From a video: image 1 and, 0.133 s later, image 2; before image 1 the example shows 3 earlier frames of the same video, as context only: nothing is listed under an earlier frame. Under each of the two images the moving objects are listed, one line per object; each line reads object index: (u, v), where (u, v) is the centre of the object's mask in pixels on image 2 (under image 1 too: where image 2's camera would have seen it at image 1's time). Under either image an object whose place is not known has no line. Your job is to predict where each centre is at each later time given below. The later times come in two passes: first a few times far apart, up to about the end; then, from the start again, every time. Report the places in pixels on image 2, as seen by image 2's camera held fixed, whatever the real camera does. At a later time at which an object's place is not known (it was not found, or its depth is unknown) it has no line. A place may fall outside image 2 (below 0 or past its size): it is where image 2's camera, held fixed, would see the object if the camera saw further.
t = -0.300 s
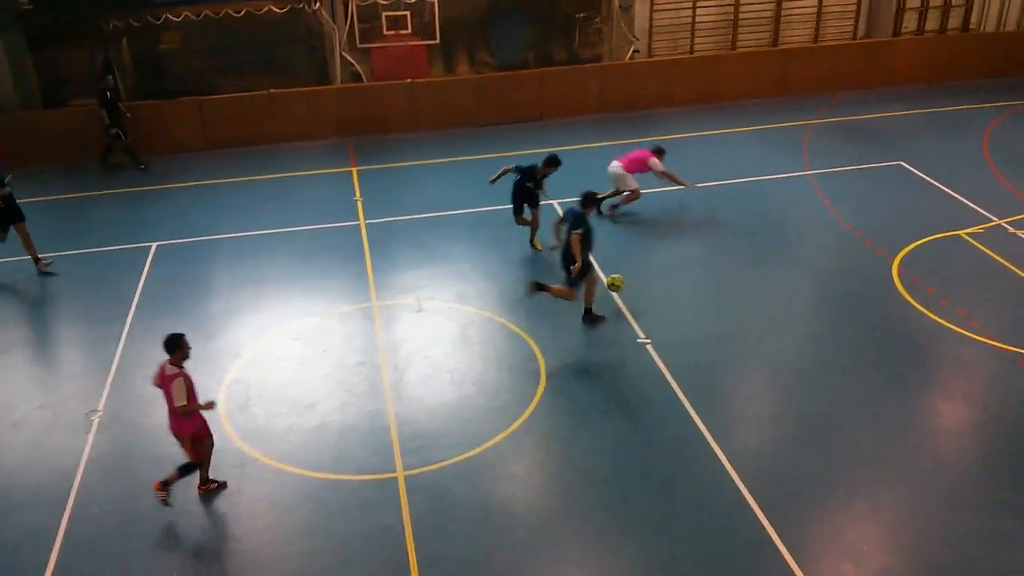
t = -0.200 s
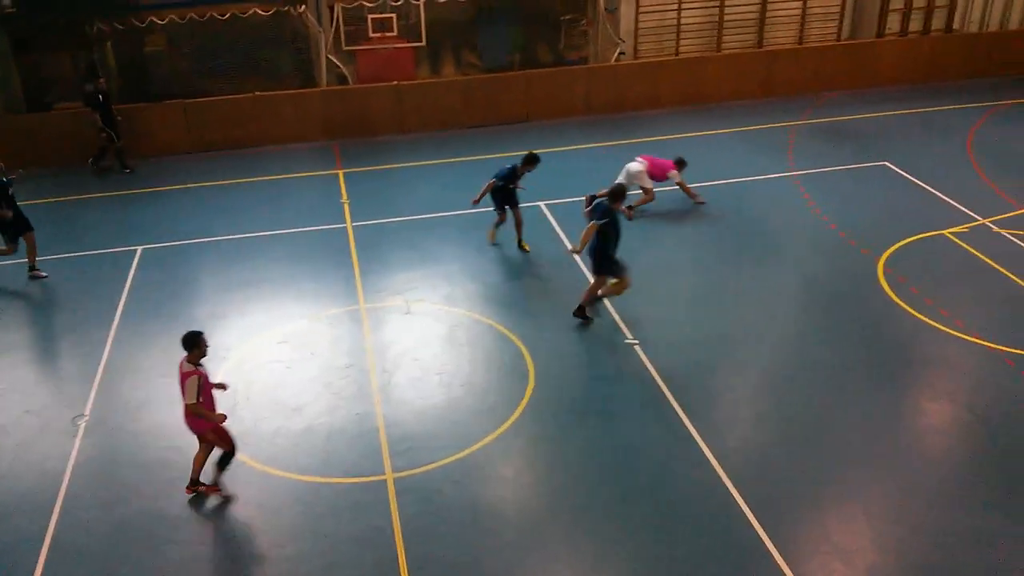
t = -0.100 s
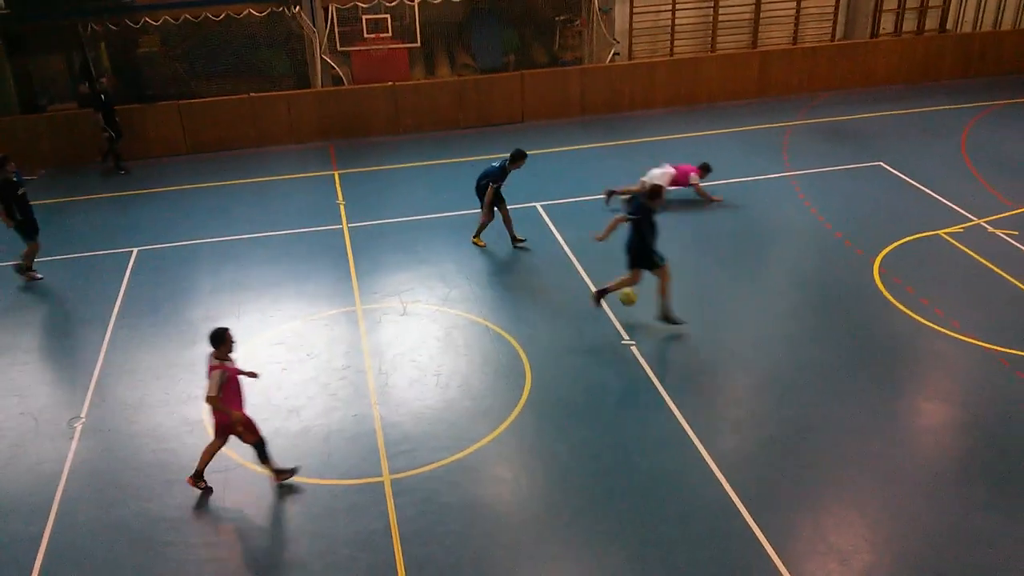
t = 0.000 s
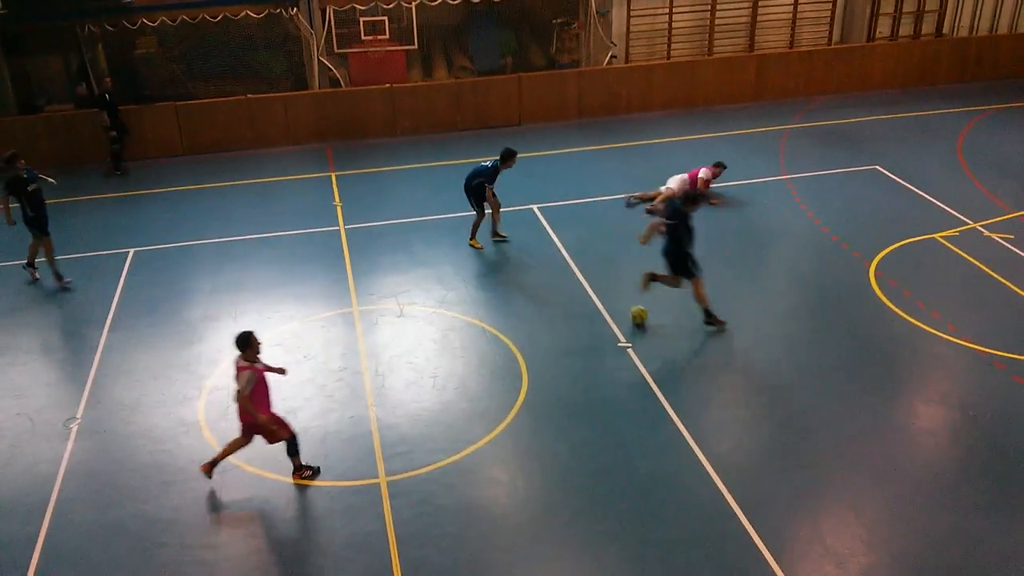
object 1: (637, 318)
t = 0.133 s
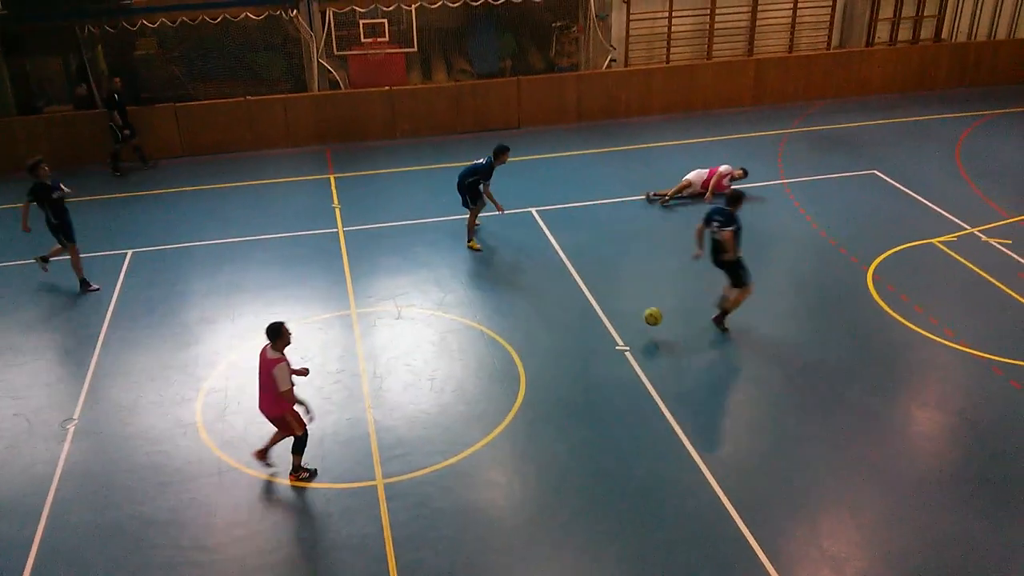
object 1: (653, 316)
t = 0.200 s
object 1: (662, 319)
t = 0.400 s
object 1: (687, 334)
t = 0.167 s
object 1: (658, 317)
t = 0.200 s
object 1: (662, 319)
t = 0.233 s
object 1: (666, 323)
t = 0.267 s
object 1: (670, 327)
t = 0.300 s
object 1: (674, 331)
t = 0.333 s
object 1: (679, 335)
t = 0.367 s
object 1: (683, 335)
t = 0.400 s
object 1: (687, 334)
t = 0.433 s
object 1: (691, 335)
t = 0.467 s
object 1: (694, 335)
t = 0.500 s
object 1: (698, 337)
